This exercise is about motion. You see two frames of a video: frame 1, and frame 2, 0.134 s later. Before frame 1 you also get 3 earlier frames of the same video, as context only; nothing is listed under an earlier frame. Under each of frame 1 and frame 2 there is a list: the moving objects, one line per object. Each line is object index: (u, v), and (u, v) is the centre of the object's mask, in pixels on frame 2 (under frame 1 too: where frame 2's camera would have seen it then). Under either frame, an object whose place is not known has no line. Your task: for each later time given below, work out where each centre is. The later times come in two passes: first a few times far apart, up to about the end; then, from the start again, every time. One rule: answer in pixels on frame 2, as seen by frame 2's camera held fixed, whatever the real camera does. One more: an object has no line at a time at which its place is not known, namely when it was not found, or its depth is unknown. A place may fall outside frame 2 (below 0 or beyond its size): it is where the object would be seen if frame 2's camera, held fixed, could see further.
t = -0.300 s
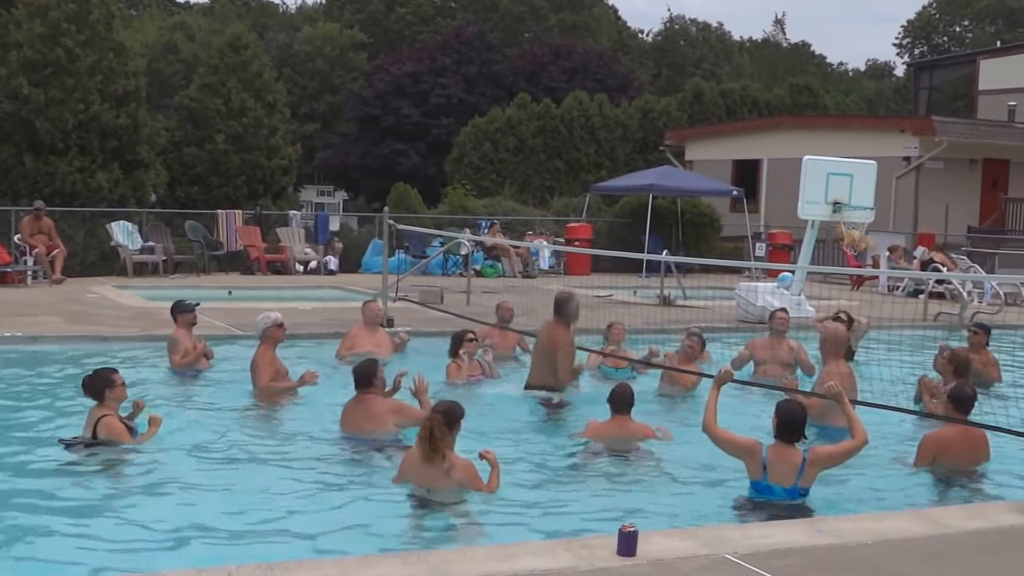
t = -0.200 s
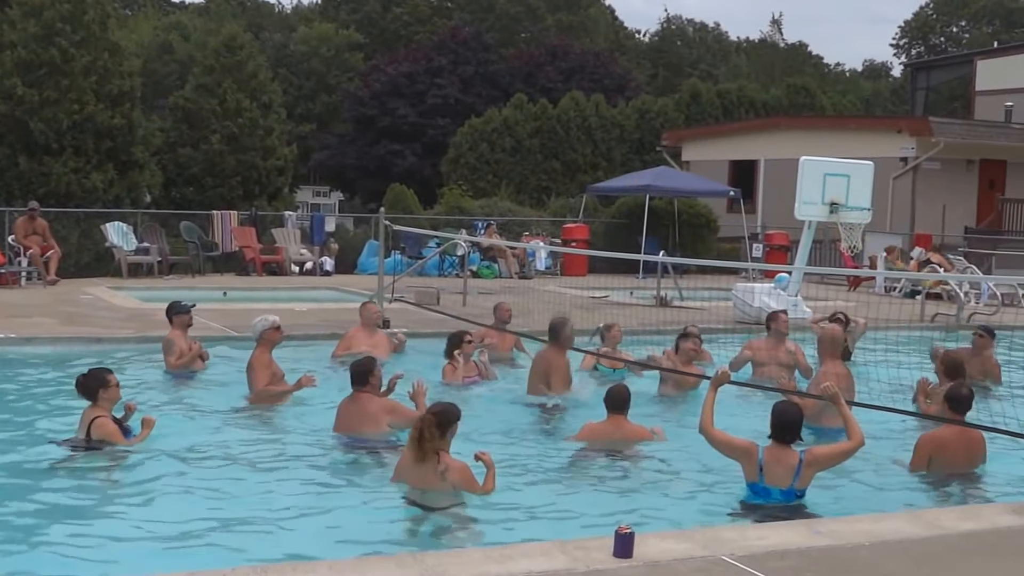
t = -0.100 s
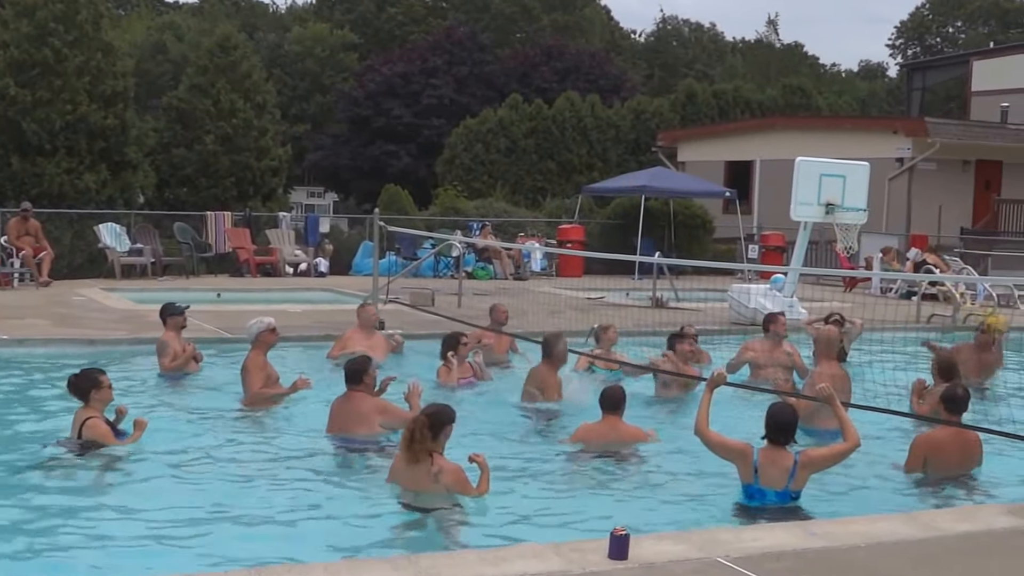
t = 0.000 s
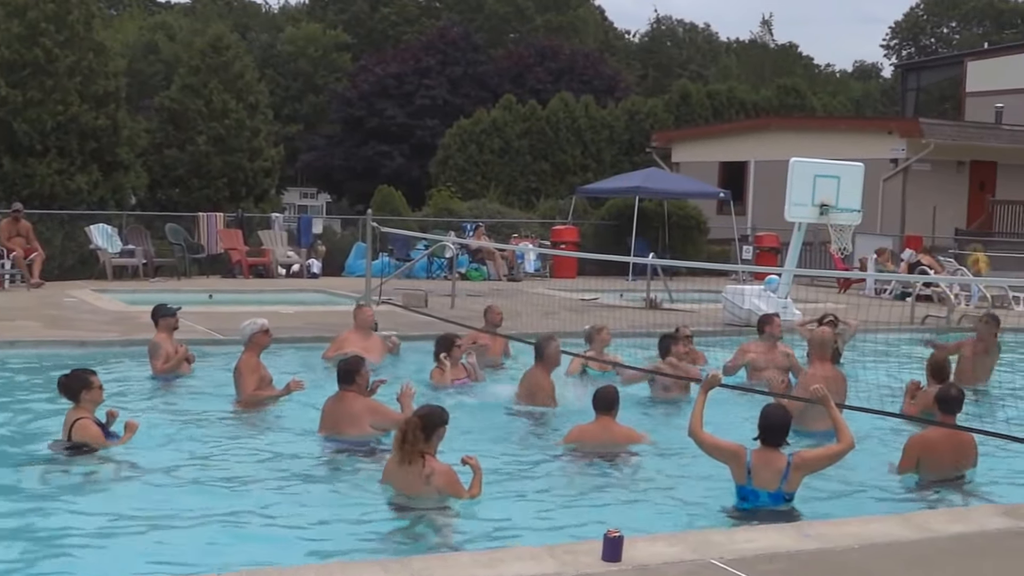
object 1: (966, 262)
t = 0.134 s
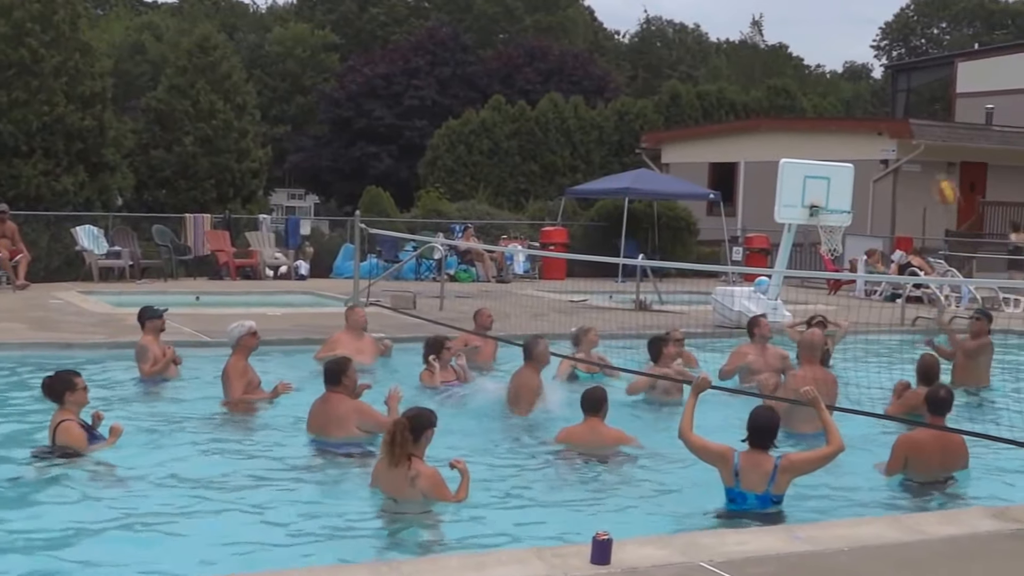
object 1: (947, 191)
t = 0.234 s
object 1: (930, 149)
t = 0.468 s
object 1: (883, 87)
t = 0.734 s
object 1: (815, 101)
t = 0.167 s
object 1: (941, 176)
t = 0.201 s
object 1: (935, 162)
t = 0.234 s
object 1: (930, 149)
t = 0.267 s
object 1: (924, 135)
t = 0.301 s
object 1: (917, 126)
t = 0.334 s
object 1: (910, 115)
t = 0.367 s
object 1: (904, 106)
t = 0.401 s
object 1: (898, 100)
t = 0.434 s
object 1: (891, 93)
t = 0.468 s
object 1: (883, 87)
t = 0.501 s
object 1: (877, 84)
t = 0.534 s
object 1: (868, 81)
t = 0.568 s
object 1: (862, 79)
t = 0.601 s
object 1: (852, 81)
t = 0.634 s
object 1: (842, 84)
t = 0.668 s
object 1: (833, 88)
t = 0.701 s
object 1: (823, 95)
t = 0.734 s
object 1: (815, 101)
